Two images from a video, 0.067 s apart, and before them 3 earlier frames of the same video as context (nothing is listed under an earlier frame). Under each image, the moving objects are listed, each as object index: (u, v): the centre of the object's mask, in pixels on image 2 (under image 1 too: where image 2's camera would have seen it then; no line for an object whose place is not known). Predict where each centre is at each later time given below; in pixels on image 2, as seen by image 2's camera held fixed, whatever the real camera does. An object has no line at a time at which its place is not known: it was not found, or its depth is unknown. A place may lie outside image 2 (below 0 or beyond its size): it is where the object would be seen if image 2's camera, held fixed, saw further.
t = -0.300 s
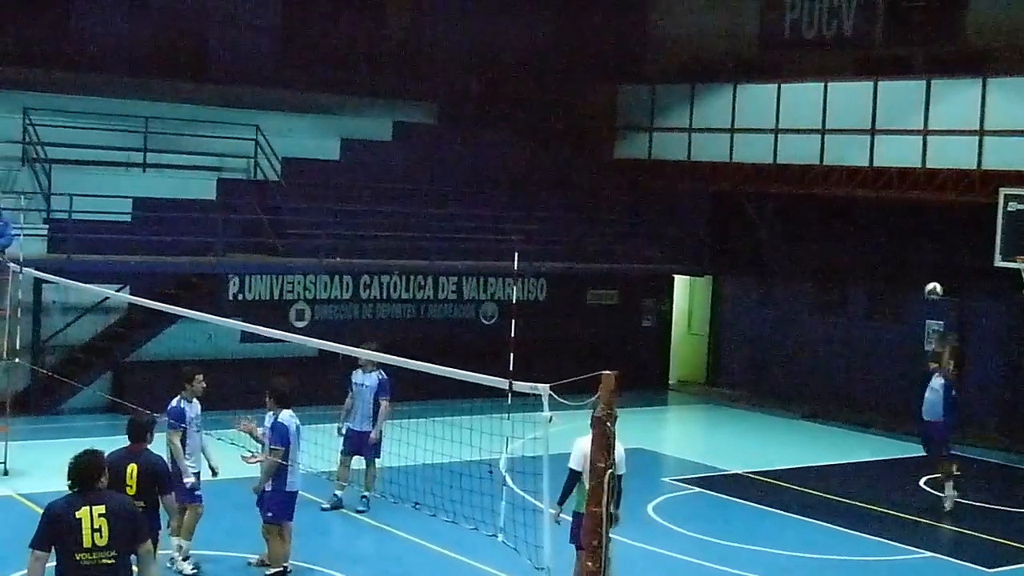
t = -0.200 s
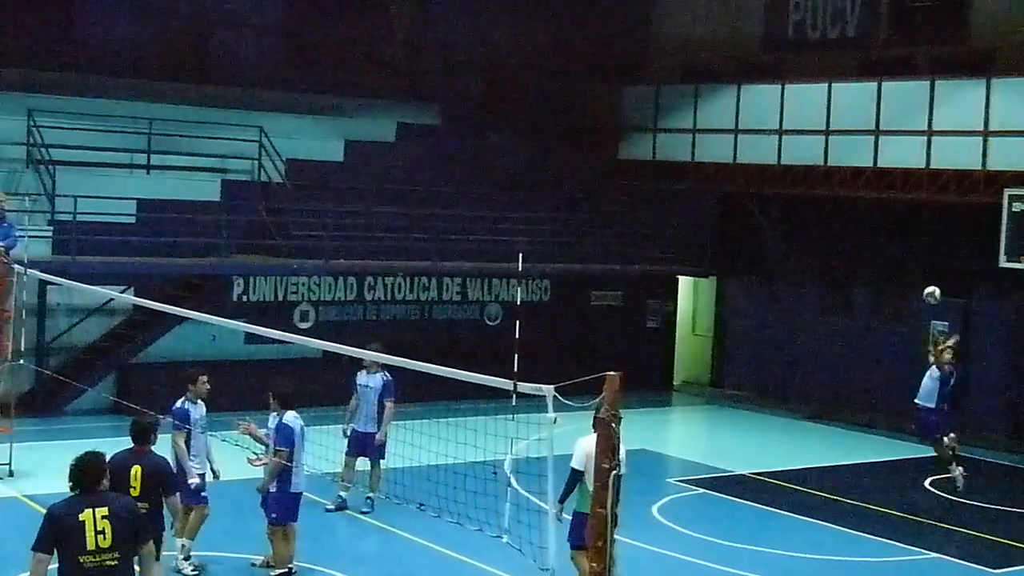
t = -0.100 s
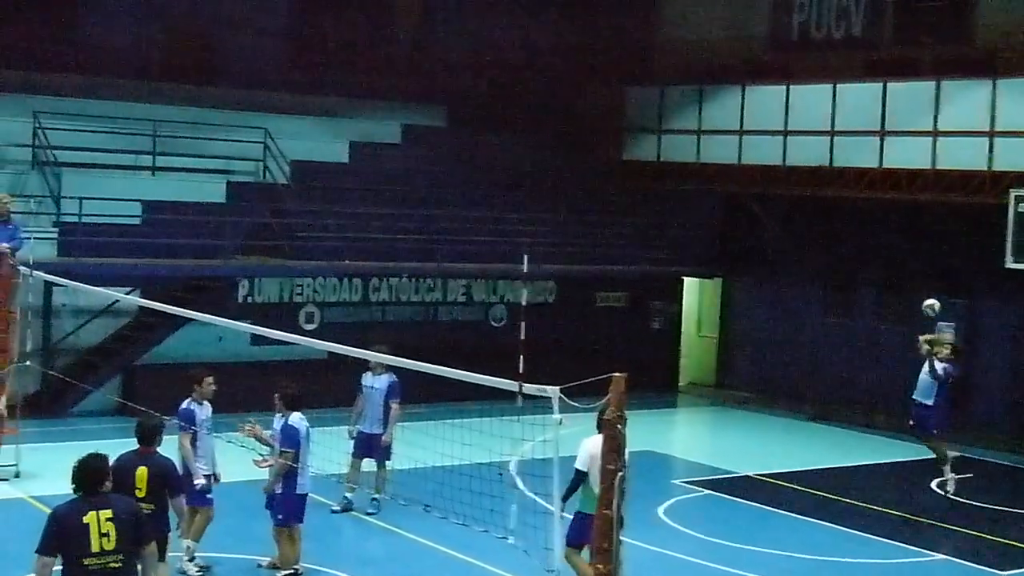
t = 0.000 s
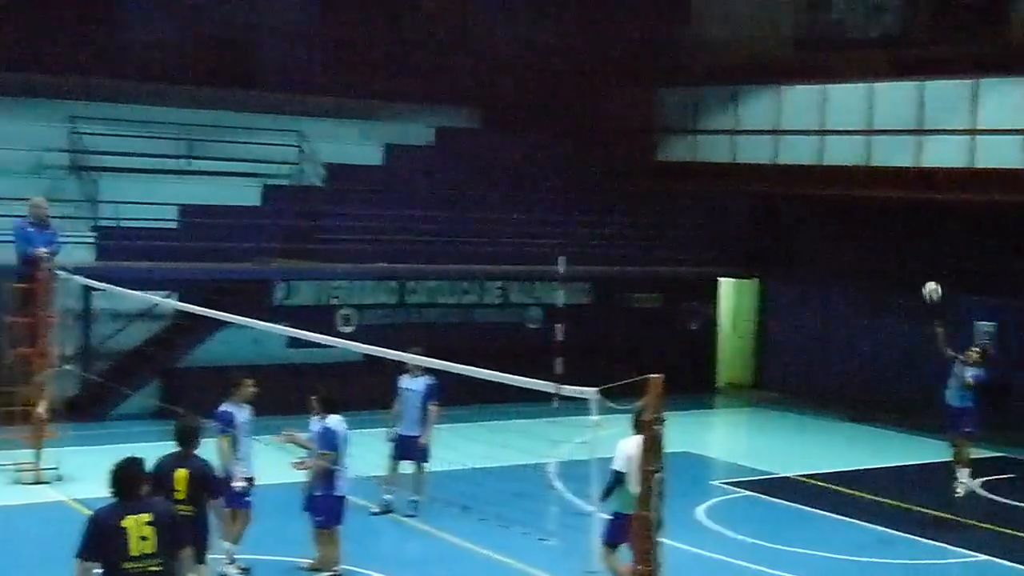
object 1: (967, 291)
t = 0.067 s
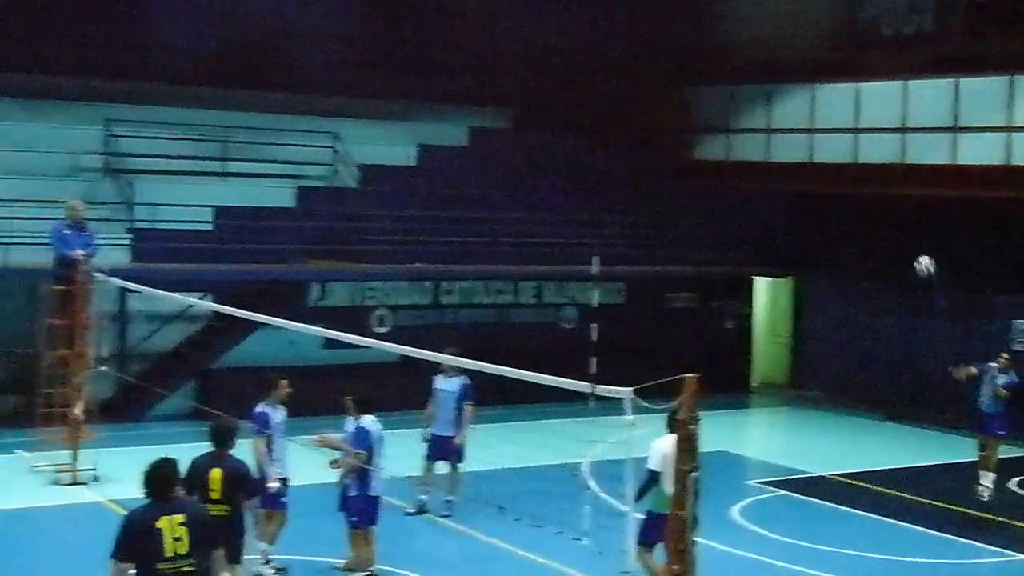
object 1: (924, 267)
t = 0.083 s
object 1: (914, 260)
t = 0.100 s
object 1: (902, 256)
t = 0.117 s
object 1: (892, 251)
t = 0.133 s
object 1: (880, 245)
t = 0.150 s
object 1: (869, 240)
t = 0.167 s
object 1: (858, 236)
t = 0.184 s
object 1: (846, 231)
